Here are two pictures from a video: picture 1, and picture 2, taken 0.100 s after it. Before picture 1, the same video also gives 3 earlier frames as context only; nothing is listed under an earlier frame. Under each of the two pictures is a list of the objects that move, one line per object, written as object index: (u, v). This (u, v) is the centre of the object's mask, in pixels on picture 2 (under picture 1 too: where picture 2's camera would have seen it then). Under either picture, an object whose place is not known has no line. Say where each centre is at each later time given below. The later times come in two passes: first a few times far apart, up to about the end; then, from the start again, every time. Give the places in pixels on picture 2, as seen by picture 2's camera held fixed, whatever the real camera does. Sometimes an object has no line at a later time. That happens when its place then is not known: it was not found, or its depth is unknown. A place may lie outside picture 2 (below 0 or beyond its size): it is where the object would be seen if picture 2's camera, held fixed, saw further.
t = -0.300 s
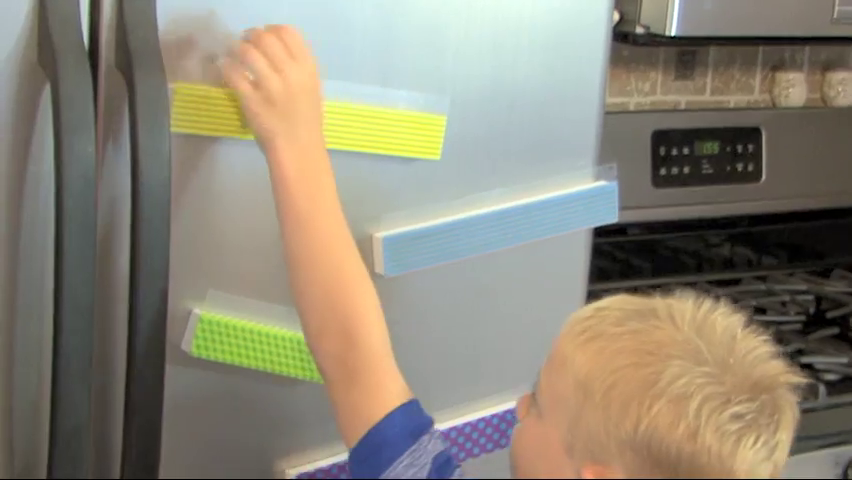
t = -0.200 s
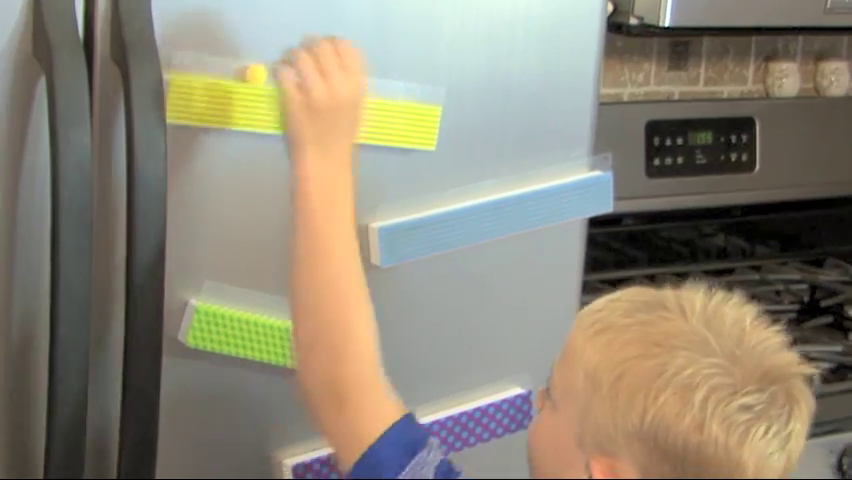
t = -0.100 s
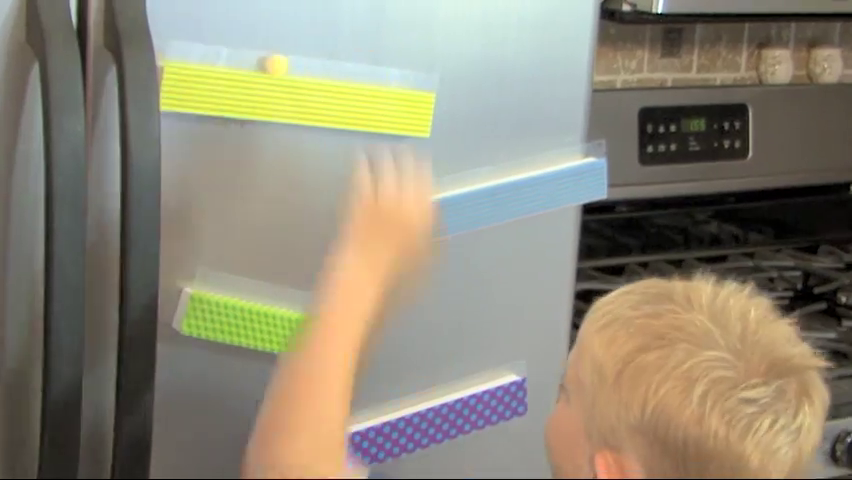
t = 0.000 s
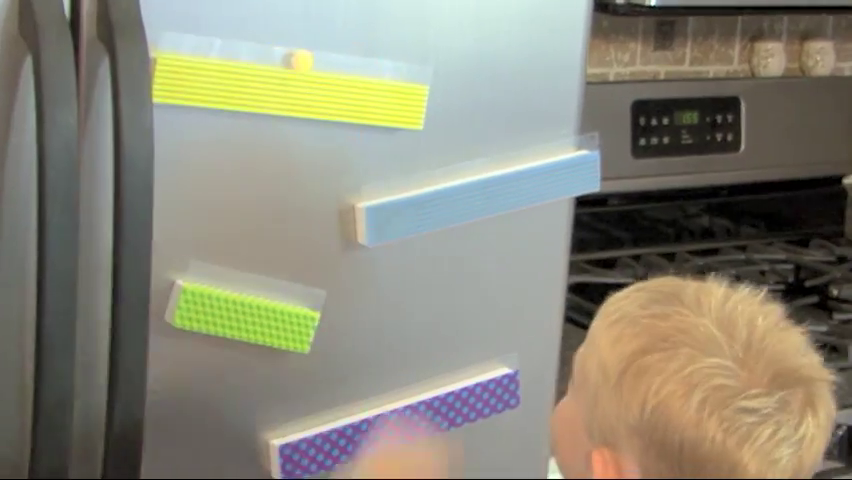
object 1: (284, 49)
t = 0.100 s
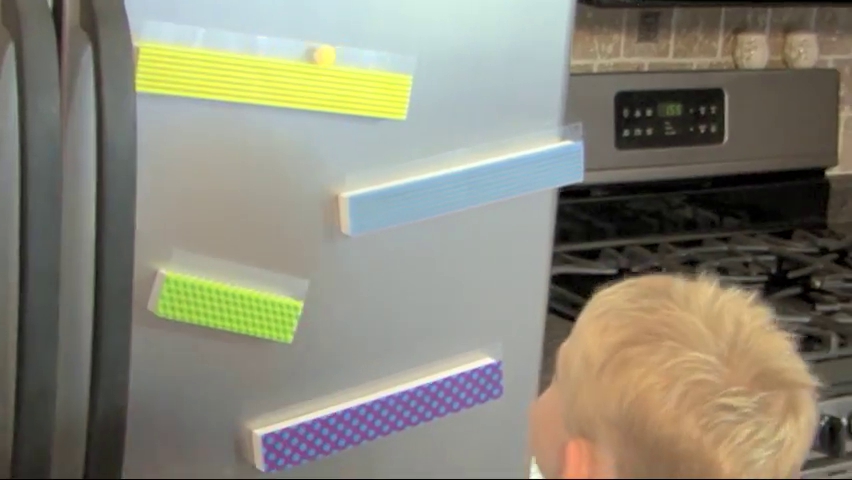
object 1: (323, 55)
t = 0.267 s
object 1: (401, 65)
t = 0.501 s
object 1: (481, 119)
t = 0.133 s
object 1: (337, 57)
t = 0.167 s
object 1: (353, 59)
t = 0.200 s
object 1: (368, 61)
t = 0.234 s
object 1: (384, 63)
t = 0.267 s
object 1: (401, 65)
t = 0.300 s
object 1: (418, 75)
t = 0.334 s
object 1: (433, 98)
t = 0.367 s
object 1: (447, 131)
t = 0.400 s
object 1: (460, 145)
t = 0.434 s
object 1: (465, 124)
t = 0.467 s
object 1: (473, 116)
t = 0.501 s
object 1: (481, 119)
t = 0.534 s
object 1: (487, 132)
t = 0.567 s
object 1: (493, 143)
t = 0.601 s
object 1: (494, 134)
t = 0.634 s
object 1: (500, 137)
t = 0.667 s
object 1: (500, 144)
